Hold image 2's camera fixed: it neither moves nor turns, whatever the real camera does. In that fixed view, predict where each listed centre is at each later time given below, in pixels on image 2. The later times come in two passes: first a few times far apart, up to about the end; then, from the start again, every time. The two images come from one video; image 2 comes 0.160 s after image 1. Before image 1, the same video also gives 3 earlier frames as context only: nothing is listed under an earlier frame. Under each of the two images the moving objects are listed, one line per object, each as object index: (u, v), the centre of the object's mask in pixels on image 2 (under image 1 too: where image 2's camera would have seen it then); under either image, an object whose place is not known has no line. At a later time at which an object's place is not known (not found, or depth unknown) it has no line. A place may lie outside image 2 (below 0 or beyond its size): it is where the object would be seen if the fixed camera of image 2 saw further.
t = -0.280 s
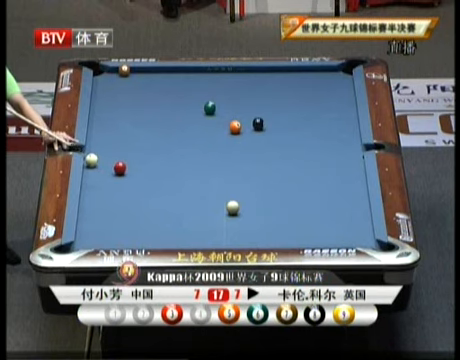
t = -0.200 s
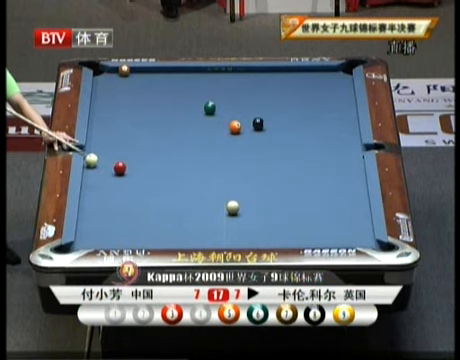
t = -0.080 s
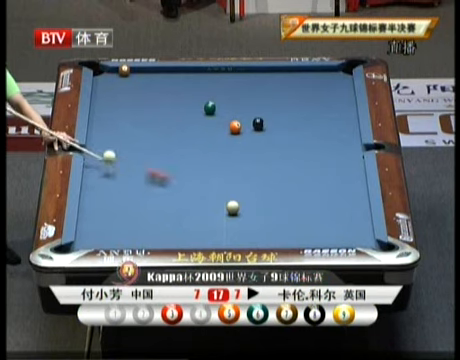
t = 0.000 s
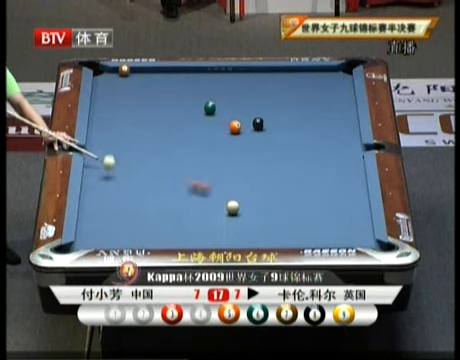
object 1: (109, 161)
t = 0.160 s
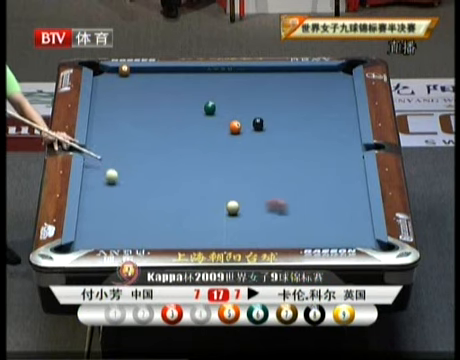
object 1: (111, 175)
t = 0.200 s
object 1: (113, 177)
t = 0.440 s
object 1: (132, 190)
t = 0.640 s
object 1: (150, 201)
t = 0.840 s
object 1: (169, 212)
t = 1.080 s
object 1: (191, 225)
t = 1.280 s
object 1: (209, 235)
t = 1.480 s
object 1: (227, 242)
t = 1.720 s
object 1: (241, 237)
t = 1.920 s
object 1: (253, 232)
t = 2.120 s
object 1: (264, 227)
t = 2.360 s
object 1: (276, 221)
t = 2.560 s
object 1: (286, 216)
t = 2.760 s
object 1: (295, 212)
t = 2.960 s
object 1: (304, 207)
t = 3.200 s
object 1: (314, 203)
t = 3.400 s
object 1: (322, 199)
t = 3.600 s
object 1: (330, 195)
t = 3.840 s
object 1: (338, 192)
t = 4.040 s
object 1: (345, 189)
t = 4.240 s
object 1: (351, 186)
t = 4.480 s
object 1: (357, 183)
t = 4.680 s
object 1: (359, 181)
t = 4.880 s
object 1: (357, 180)
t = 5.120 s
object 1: (354, 178)
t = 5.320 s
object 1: (352, 177)
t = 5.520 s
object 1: (351, 176)
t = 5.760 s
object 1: (350, 176)
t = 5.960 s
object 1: (349, 176)
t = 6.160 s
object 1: (349, 175)
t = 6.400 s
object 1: (349, 175)
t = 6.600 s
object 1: (349, 175)
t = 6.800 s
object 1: (349, 175)
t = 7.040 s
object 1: (349, 175)
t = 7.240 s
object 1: (349, 175)
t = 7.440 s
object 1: (349, 175)
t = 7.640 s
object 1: (349, 175)
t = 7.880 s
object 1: (349, 175)
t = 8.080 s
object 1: (349, 175)
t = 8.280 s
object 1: (349, 175)
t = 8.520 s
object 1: (349, 175)
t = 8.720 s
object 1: (349, 175)
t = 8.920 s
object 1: (349, 175)
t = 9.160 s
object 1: (349, 175)
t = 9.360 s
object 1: (349, 175)
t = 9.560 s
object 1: (349, 175)
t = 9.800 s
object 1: (349, 175)
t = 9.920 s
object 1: (349, 175)
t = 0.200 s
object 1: (113, 177)
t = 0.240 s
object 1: (115, 180)
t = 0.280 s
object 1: (118, 182)
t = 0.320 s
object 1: (121, 184)
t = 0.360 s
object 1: (124, 186)
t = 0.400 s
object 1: (128, 188)
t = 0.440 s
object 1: (132, 190)
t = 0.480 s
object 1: (136, 192)
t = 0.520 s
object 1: (139, 195)
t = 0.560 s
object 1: (143, 197)
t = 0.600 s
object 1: (147, 199)
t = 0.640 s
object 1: (150, 201)
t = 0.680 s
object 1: (154, 203)
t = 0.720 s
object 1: (158, 205)
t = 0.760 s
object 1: (161, 207)
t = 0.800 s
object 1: (165, 210)
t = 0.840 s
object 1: (169, 212)
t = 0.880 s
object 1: (173, 214)
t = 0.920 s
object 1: (176, 216)
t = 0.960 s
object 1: (180, 218)
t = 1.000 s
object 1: (184, 221)
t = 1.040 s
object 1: (187, 223)
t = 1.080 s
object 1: (191, 225)
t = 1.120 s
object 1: (195, 227)
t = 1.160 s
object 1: (199, 229)
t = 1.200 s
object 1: (202, 231)
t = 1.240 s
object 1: (206, 233)
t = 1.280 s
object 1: (209, 235)
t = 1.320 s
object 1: (213, 237)
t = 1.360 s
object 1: (217, 239)
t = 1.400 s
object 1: (220, 240)
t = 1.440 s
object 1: (224, 242)
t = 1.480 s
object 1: (227, 242)
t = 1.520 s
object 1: (230, 241)
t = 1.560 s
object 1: (232, 240)
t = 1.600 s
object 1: (234, 239)
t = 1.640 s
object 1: (237, 238)
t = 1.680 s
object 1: (239, 238)
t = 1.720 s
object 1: (241, 237)
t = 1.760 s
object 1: (244, 236)
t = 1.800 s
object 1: (246, 236)
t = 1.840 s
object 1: (248, 234)
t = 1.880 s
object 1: (251, 233)
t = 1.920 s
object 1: (253, 232)
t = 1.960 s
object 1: (255, 231)
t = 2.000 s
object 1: (257, 230)
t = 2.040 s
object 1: (260, 229)
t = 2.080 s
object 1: (262, 228)
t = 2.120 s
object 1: (264, 227)
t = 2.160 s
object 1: (266, 226)
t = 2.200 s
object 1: (268, 225)
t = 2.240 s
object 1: (270, 224)
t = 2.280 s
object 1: (272, 223)
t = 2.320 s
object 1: (274, 222)
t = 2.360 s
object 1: (276, 221)
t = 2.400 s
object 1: (278, 220)
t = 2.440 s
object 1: (280, 219)
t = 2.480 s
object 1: (282, 218)
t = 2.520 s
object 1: (284, 217)
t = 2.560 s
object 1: (286, 216)
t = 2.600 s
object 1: (288, 215)
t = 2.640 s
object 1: (290, 214)
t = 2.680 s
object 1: (292, 213)
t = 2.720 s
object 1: (294, 213)
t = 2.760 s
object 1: (295, 212)
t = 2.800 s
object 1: (297, 211)
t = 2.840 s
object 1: (299, 210)
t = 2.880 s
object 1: (301, 209)
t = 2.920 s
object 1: (303, 208)
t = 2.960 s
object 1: (304, 207)
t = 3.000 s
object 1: (306, 206)
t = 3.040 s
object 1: (308, 206)
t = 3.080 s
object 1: (309, 205)
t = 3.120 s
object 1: (311, 204)
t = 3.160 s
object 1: (313, 203)
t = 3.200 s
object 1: (314, 203)
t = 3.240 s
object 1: (316, 202)
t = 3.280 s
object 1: (318, 201)
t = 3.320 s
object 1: (319, 201)
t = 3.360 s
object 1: (321, 199)
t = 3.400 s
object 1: (322, 199)
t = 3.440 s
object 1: (324, 198)
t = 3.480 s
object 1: (326, 198)
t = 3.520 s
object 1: (327, 197)
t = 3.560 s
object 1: (328, 196)
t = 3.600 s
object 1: (330, 195)
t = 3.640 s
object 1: (331, 195)
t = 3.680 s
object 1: (333, 194)
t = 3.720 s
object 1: (334, 193)
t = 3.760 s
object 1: (335, 193)
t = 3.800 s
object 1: (337, 192)
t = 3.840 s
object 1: (338, 192)
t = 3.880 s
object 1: (339, 191)
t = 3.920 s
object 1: (341, 191)
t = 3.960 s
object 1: (342, 190)
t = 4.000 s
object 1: (343, 189)
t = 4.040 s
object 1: (345, 189)
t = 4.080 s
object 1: (346, 188)
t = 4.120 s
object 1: (347, 188)
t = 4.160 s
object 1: (349, 187)
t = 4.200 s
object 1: (349, 186)
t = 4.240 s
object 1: (351, 186)
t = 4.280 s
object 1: (352, 185)
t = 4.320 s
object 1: (353, 184)
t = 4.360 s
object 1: (354, 184)
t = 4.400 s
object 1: (355, 184)
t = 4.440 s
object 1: (356, 183)
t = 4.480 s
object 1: (357, 183)
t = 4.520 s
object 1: (359, 182)
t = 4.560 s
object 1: (359, 182)
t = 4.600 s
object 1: (361, 181)
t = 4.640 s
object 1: (360, 181)
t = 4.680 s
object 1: (359, 181)
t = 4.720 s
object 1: (359, 180)
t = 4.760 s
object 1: (358, 180)
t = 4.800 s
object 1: (358, 180)
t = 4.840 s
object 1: (357, 180)
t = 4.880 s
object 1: (357, 180)
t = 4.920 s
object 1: (356, 179)
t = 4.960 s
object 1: (356, 179)
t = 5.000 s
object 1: (355, 179)
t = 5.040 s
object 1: (355, 178)
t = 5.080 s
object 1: (355, 178)
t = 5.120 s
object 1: (354, 178)
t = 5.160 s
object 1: (354, 178)
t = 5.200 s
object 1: (354, 178)
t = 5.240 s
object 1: (353, 178)
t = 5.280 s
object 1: (352, 177)
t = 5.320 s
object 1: (352, 177)
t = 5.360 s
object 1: (352, 177)
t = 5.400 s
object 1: (352, 177)
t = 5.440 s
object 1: (352, 177)
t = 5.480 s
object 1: (351, 177)
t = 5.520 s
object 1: (351, 176)
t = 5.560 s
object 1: (351, 176)
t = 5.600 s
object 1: (351, 176)
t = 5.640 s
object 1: (350, 176)
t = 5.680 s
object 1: (350, 176)
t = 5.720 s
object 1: (350, 176)
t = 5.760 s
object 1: (350, 176)
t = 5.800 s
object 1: (350, 176)
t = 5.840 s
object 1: (350, 176)
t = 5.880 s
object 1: (349, 176)
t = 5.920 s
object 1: (349, 176)
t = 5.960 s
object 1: (349, 176)
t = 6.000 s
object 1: (349, 176)
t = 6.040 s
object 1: (349, 175)
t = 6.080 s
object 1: (349, 175)
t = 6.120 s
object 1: (349, 175)
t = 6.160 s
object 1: (349, 175)
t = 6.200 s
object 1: (349, 175)
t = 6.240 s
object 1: (349, 175)
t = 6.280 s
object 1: (349, 175)
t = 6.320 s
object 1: (349, 175)
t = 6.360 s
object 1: (349, 175)
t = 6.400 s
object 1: (349, 175)
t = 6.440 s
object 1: (349, 175)
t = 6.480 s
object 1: (349, 175)
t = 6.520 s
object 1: (349, 175)
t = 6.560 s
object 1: (349, 175)
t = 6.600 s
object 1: (349, 175)
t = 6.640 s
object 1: (349, 175)
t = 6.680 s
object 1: (349, 175)
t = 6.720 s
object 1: (349, 175)
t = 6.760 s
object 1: (349, 175)
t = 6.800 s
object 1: (349, 175)
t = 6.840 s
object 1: (349, 175)
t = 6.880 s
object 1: (349, 175)
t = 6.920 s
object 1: (349, 175)
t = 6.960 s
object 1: (349, 175)
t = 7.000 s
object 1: (349, 175)
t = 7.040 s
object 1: (349, 175)
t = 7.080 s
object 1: (349, 175)
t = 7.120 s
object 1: (349, 175)
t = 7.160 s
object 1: (349, 175)
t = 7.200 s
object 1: (349, 175)
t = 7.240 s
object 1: (349, 175)
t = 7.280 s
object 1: (349, 175)
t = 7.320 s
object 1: (349, 175)
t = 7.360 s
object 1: (349, 175)
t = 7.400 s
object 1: (349, 175)
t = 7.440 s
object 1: (349, 175)
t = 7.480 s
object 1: (349, 175)
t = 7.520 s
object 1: (349, 175)
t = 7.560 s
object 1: (349, 175)
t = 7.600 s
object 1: (349, 175)
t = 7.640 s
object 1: (349, 175)
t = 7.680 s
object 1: (349, 175)
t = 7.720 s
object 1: (349, 175)
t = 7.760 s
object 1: (349, 175)
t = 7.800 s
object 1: (349, 175)
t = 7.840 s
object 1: (349, 175)
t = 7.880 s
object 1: (349, 175)
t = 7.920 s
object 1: (349, 175)
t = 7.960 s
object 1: (349, 175)
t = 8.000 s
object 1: (349, 175)
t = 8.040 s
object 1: (349, 175)
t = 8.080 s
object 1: (349, 175)
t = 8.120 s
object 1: (349, 175)
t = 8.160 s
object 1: (349, 175)
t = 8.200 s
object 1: (349, 175)
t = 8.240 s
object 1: (349, 175)
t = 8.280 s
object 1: (349, 175)
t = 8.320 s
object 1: (349, 175)
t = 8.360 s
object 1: (349, 175)
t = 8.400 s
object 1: (349, 175)
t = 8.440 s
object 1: (349, 175)
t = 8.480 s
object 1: (349, 175)
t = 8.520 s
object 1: (349, 175)
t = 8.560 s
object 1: (349, 175)
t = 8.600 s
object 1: (349, 175)
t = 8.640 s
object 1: (349, 175)
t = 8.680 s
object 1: (349, 175)
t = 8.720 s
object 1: (349, 175)
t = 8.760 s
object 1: (349, 175)
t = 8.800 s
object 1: (349, 175)
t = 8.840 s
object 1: (349, 175)
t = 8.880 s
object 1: (349, 175)
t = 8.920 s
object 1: (349, 175)
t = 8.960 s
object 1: (349, 175)
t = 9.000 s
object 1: (349, 175)
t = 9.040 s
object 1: (349, 175)
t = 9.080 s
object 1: (349, 175)
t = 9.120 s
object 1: (349, 175)
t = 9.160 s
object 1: (349, 175)
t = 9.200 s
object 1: (349, 175)
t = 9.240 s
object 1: (349, 175)
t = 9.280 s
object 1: (349, 175)
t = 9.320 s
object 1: (349, 175)
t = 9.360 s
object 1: (349, 175)
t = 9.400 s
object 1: (349, 175)
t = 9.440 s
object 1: (349, 175)
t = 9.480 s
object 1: (349, 175)
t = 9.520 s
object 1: (349, 175)
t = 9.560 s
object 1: (349, 175)
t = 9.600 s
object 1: (349, 175)
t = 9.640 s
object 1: (349, 175)
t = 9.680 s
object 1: (349, 175)
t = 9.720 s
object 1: (349, 175)
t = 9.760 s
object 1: (349, 175)
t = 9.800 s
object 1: (349, 175)
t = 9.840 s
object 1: (349, 175)
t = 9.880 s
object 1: (349, 175)
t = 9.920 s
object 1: (349, 175)
